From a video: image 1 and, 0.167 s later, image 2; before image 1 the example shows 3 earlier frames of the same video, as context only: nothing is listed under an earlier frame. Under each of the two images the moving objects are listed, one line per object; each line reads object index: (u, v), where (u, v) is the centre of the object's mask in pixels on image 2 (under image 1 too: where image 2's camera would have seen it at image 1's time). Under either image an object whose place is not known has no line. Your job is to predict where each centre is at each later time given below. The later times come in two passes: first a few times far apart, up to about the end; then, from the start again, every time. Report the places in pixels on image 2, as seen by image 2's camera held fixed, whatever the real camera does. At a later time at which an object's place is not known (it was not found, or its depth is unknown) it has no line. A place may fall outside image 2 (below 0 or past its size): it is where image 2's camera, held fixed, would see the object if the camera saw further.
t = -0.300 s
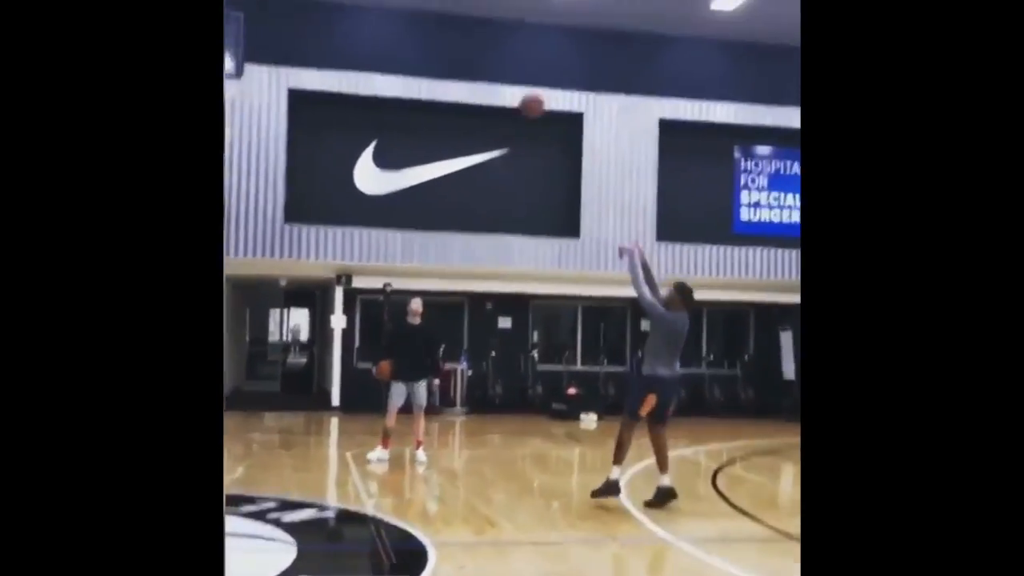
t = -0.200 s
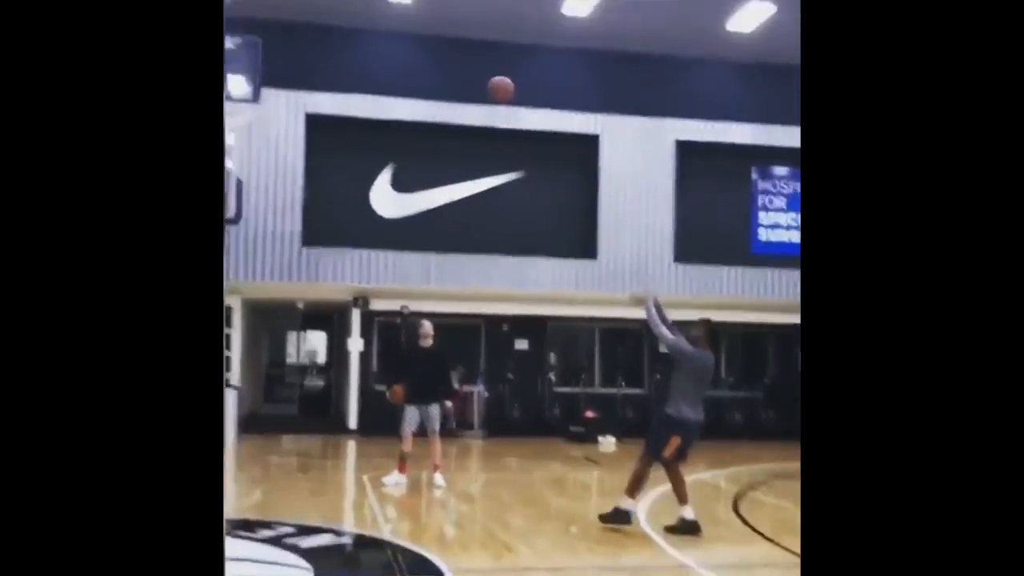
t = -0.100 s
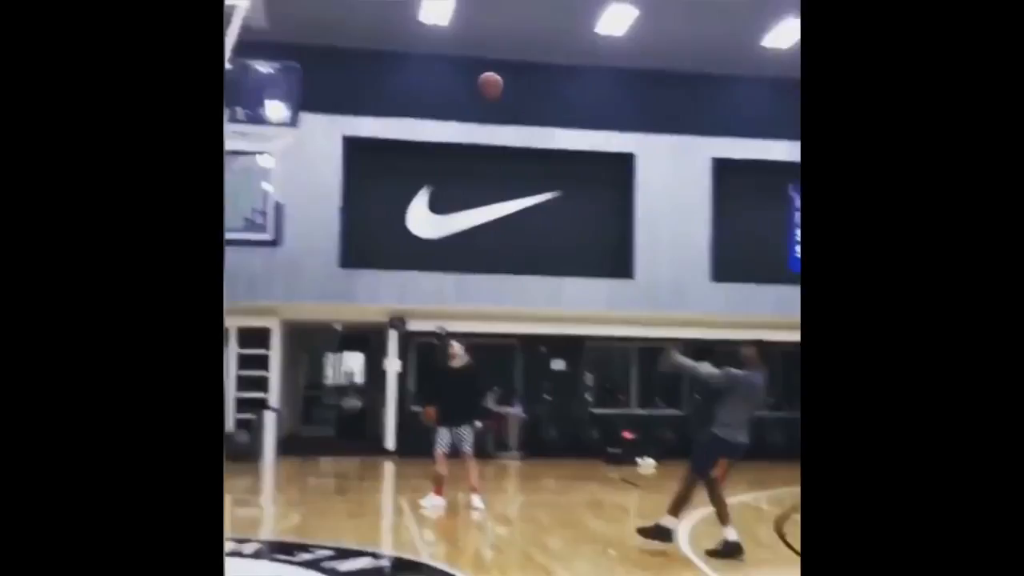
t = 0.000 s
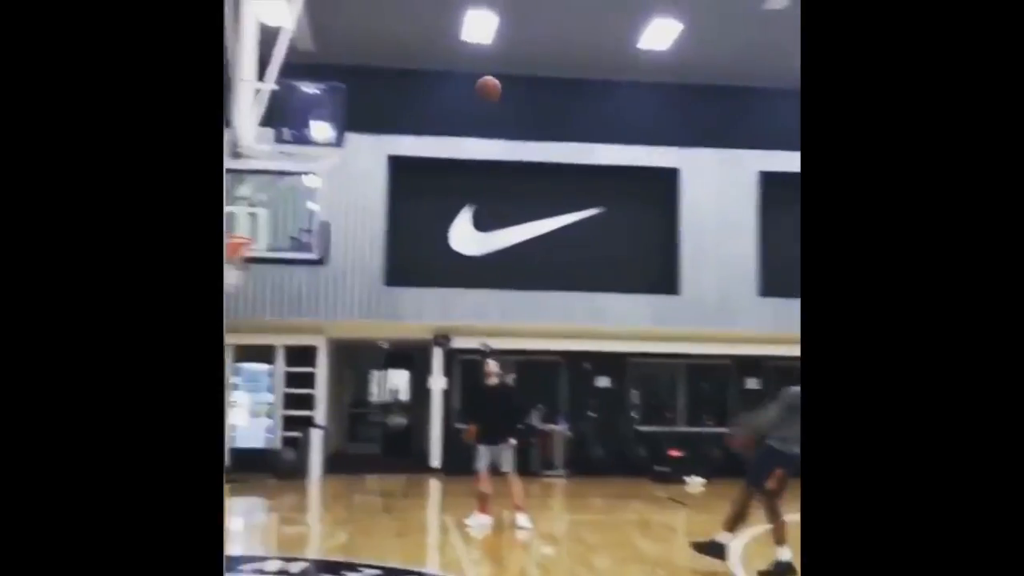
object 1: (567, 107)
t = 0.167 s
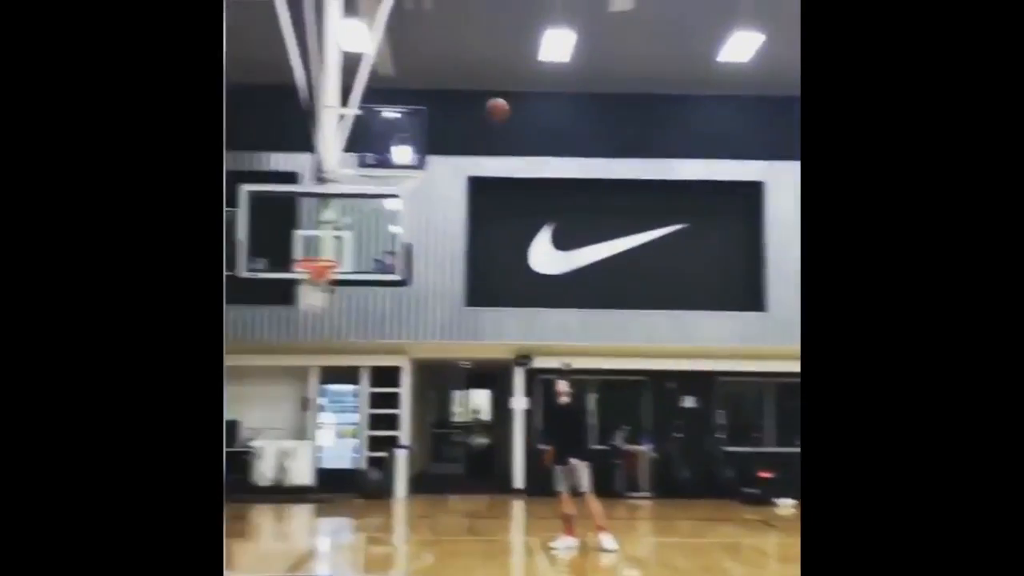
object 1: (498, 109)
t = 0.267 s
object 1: (458, 123)
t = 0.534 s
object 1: (357, 203)
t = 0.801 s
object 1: (292, 297)
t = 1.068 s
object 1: (279, 384)
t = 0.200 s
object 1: (484, 113)
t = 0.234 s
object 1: (471, 117)
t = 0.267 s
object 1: (458, 123)
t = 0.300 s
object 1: (445, 130)
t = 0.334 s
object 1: (433, 137)
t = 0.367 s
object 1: (419, 145)
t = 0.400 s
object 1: (407, 156)
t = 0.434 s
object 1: (393, 167)
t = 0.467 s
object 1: (382, 178)
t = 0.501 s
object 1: (369, 191)
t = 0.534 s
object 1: (357, 203)
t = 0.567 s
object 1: (344, 217)
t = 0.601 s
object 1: (333, 231)
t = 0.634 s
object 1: (320, 246)
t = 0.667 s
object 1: (308, 263)
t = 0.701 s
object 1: (298, 278)
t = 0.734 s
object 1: (294, 287)
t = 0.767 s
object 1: (294, 291)
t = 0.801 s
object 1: (292, 297)
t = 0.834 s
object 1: (291, 305)
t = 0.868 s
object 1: (289, 313)
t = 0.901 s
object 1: (287, 323)
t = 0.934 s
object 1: (286, 332)
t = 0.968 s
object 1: (284, 344)
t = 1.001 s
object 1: (282, 356)
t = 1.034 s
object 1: (281, 370)
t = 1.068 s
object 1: (279, 384)
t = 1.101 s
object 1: (278, 398)
